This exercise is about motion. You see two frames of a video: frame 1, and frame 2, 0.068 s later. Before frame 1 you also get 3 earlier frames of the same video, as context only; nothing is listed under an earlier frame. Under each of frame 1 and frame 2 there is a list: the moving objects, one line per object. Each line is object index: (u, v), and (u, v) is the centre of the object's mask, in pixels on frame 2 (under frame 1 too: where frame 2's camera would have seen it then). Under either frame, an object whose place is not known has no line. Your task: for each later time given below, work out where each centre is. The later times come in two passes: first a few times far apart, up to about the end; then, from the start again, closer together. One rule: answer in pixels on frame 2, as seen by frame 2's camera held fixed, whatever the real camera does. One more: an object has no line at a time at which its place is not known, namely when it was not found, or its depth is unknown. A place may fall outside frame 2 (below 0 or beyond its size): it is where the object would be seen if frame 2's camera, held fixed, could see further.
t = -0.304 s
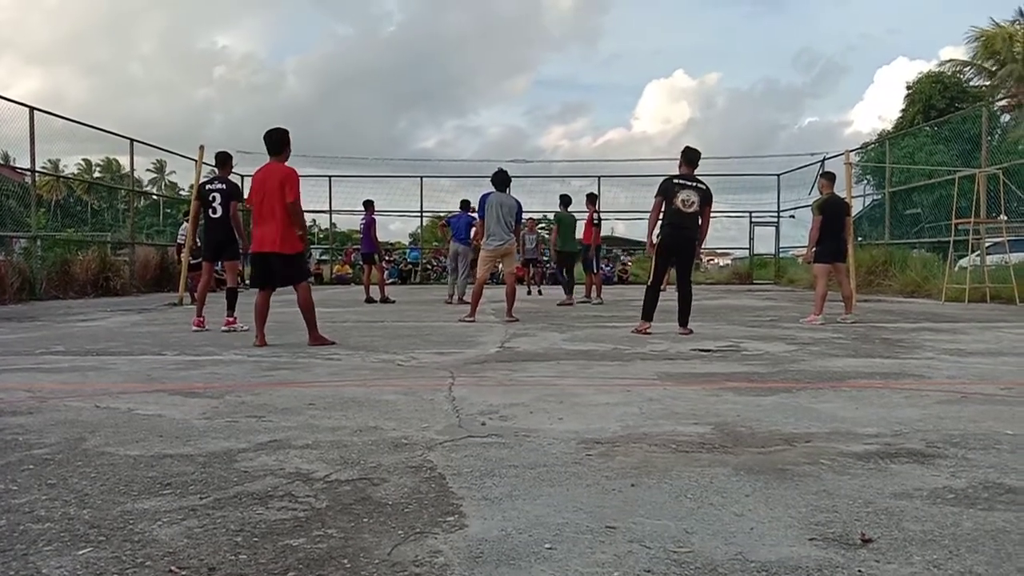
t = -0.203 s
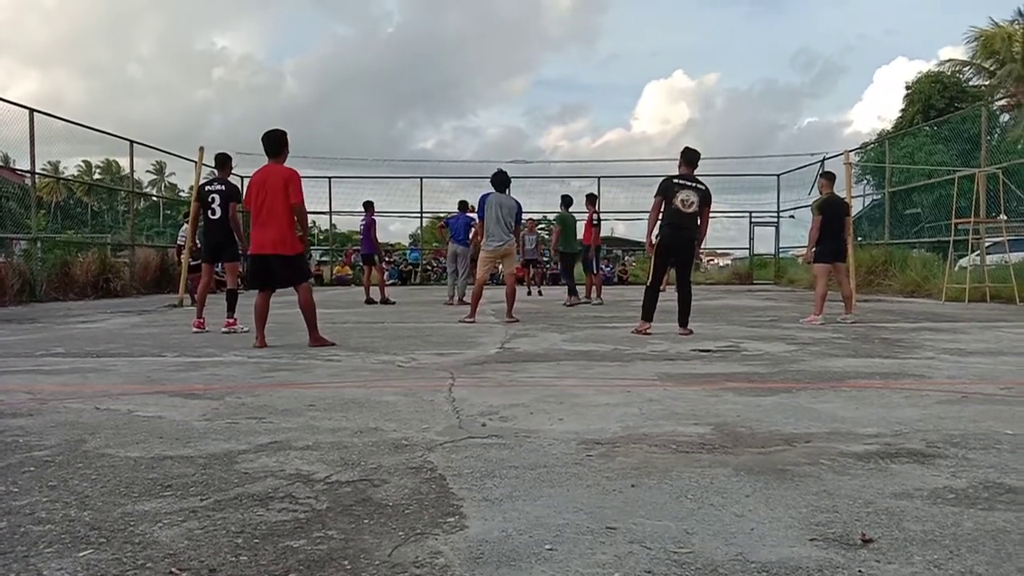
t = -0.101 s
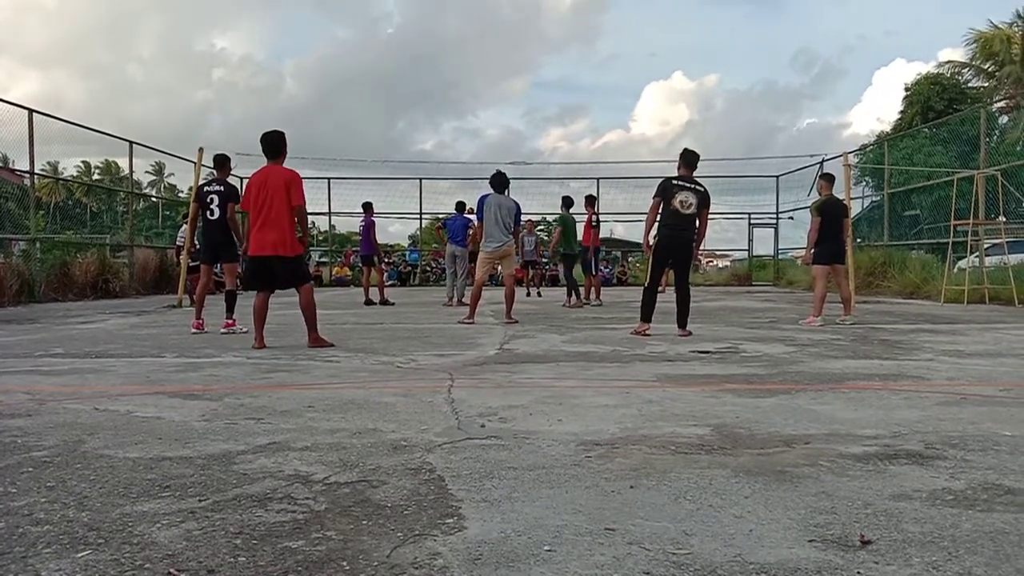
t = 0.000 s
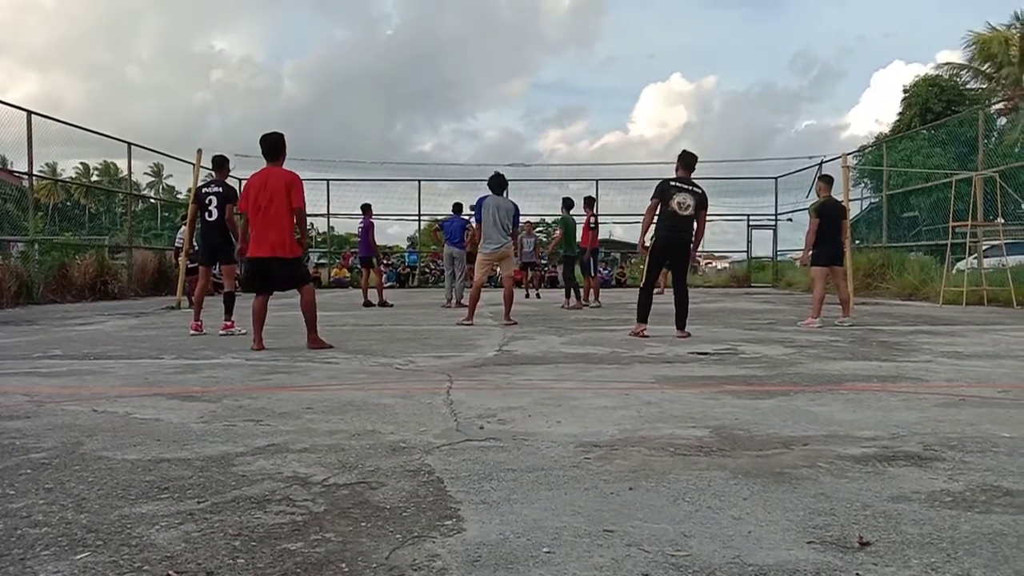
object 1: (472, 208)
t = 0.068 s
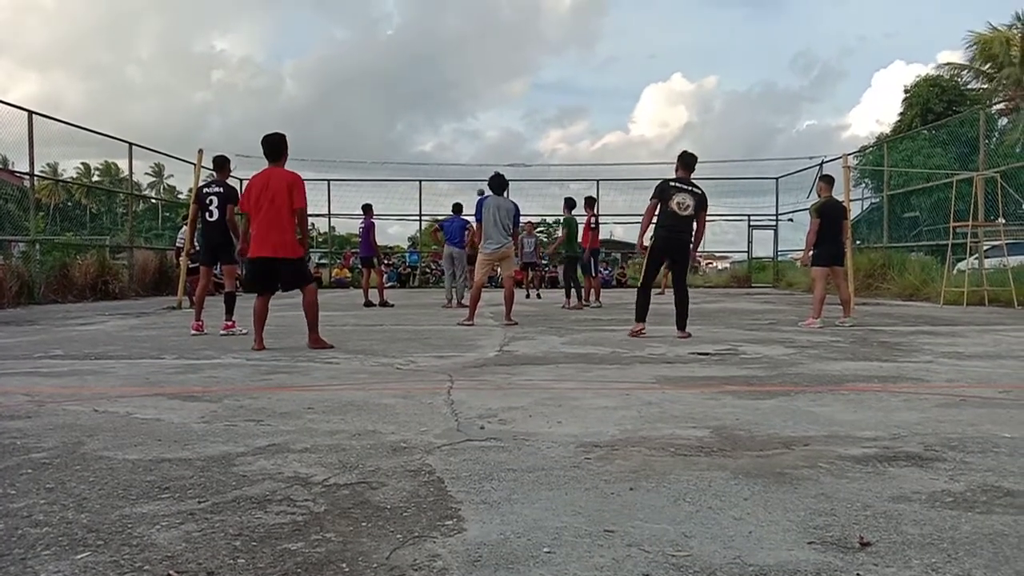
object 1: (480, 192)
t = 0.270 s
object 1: (506, 149)
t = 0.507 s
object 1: (547, 108)
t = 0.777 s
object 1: (603, 77)
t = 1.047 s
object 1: (680, 90)
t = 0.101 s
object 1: (484, 185)
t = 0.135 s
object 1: (487, 176)
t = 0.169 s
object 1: (493, 170)
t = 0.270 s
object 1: (506, 149)
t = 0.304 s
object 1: (512, 143)
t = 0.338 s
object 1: (517, 136)
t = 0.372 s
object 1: (523, 130)
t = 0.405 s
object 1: (529, 124)
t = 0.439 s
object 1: (534, 119)
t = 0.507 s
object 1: (547, 108)
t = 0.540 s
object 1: (553, 103)
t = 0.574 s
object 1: (559, 98)
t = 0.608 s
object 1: (566, 94)
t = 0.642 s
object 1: (573, 89)
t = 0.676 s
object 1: (580, 86)
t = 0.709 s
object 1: (586, 82)
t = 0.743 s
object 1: (594, 80)
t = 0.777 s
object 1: (603, 77)
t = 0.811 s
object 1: (611, 76)
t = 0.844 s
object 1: (619, 75)
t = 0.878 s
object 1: (628, 75)
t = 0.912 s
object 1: (637, 76)
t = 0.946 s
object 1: (647, 78)
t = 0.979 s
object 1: (657, 81)
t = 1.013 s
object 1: (668, 85)
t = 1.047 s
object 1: (680, 90)
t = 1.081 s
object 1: (692, 96)
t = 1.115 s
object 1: (705, 104)
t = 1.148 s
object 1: (719, 113)
